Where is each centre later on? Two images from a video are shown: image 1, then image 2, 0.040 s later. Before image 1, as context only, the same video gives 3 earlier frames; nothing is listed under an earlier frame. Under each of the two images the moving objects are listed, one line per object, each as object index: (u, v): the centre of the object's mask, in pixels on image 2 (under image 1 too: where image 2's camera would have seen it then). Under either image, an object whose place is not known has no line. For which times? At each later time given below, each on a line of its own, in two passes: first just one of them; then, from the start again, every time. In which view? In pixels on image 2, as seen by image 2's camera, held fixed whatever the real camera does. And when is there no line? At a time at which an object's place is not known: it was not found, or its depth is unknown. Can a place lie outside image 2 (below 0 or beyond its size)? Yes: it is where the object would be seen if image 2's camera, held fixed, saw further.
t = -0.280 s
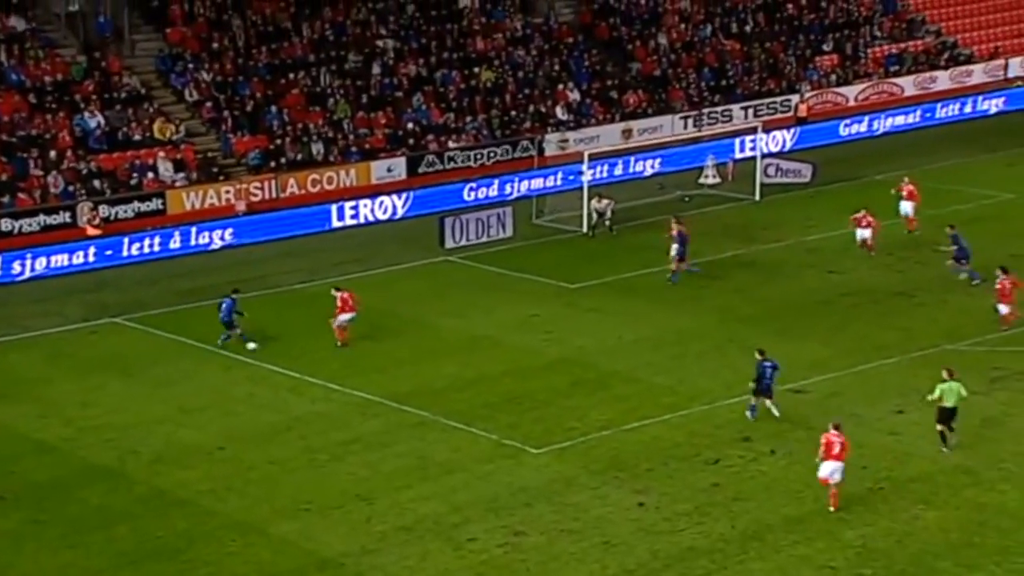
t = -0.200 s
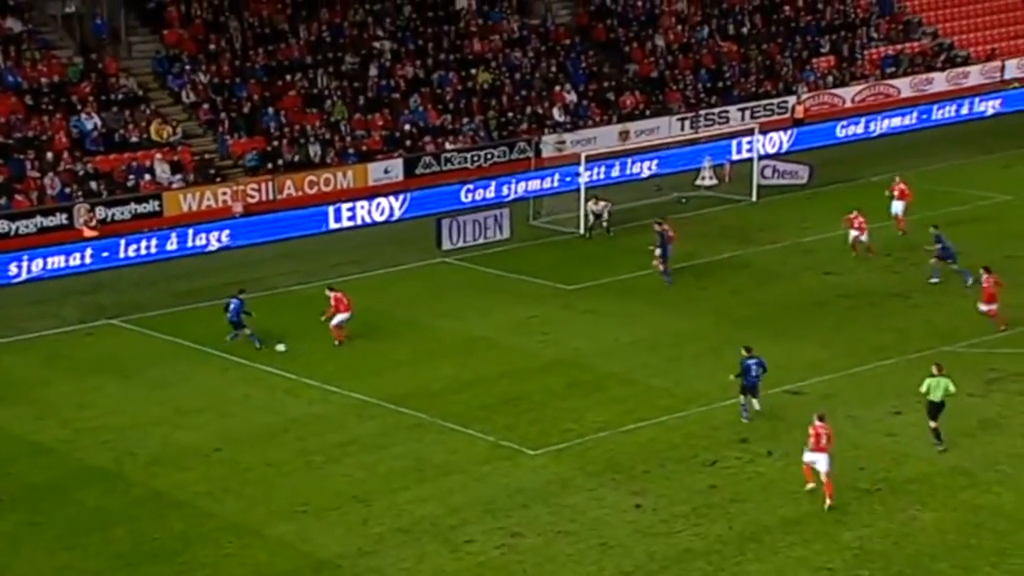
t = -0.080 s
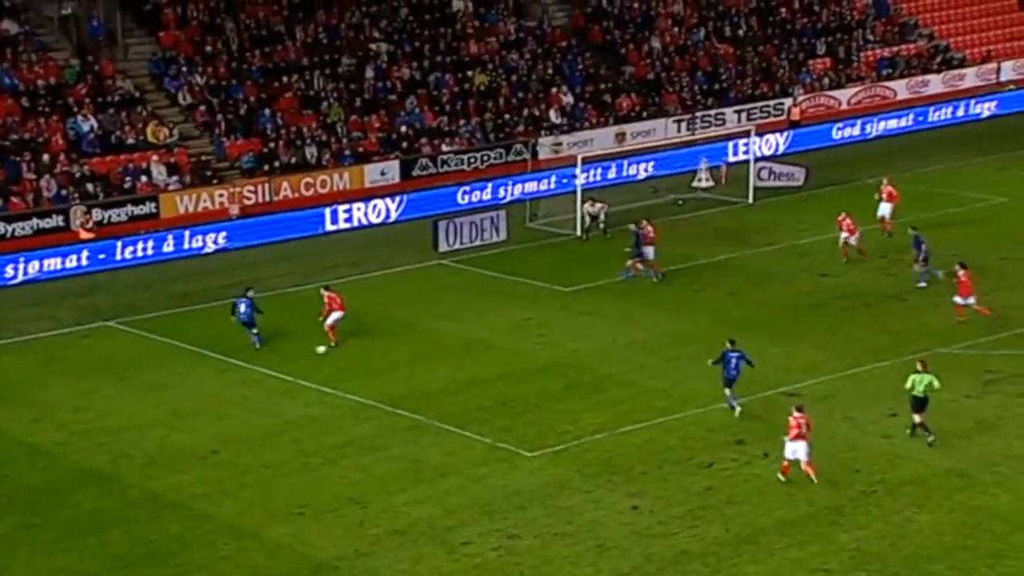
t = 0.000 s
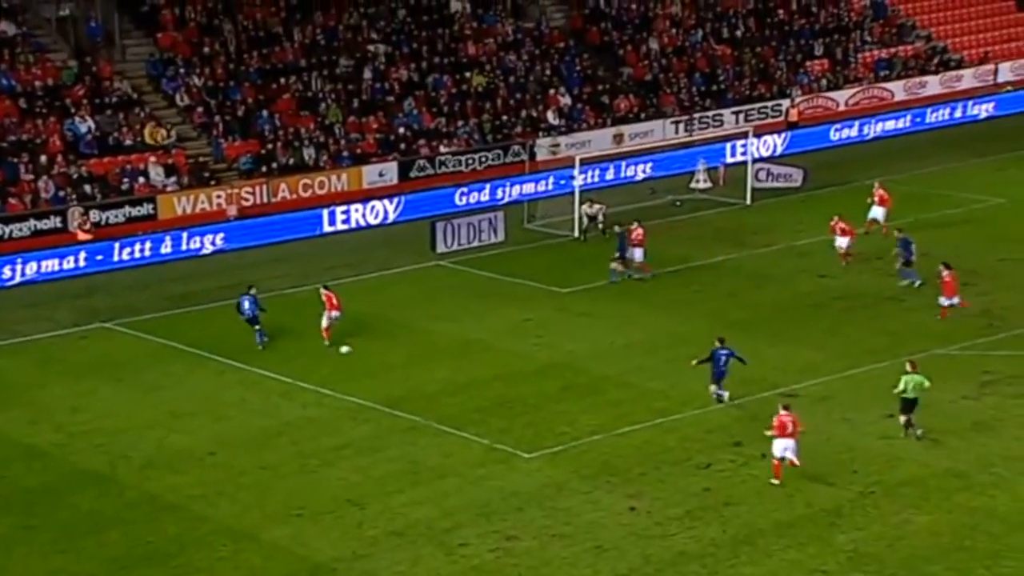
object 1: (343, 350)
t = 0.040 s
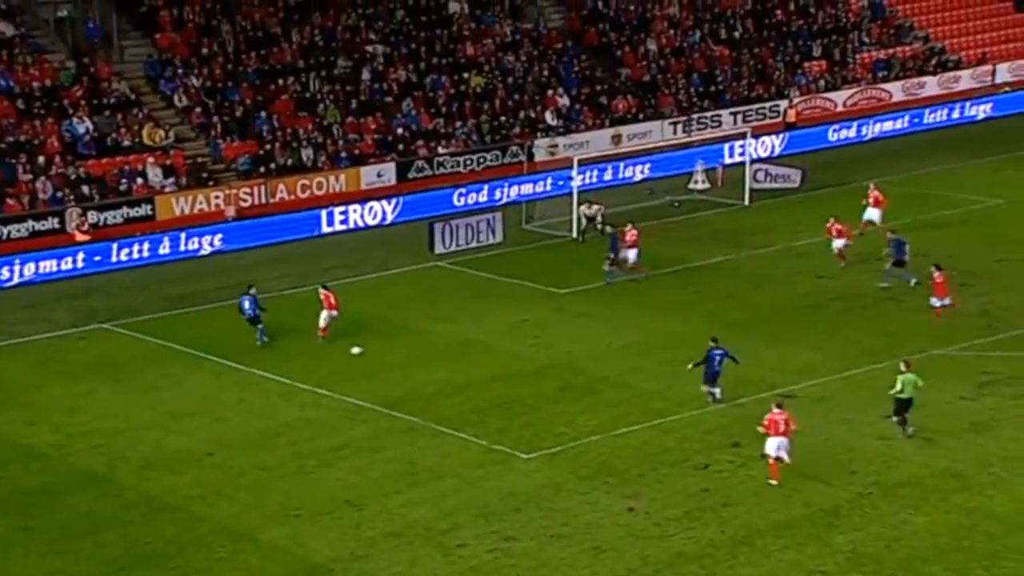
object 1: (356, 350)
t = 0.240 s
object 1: (413, 348)
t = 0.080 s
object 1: (368, 350)
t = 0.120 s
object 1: (379, 348)
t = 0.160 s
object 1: (390, 348)
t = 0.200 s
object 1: (401, 348)
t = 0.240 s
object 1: (413, 348)
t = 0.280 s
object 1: (423, 348)
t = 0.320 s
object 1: (433, 347)
